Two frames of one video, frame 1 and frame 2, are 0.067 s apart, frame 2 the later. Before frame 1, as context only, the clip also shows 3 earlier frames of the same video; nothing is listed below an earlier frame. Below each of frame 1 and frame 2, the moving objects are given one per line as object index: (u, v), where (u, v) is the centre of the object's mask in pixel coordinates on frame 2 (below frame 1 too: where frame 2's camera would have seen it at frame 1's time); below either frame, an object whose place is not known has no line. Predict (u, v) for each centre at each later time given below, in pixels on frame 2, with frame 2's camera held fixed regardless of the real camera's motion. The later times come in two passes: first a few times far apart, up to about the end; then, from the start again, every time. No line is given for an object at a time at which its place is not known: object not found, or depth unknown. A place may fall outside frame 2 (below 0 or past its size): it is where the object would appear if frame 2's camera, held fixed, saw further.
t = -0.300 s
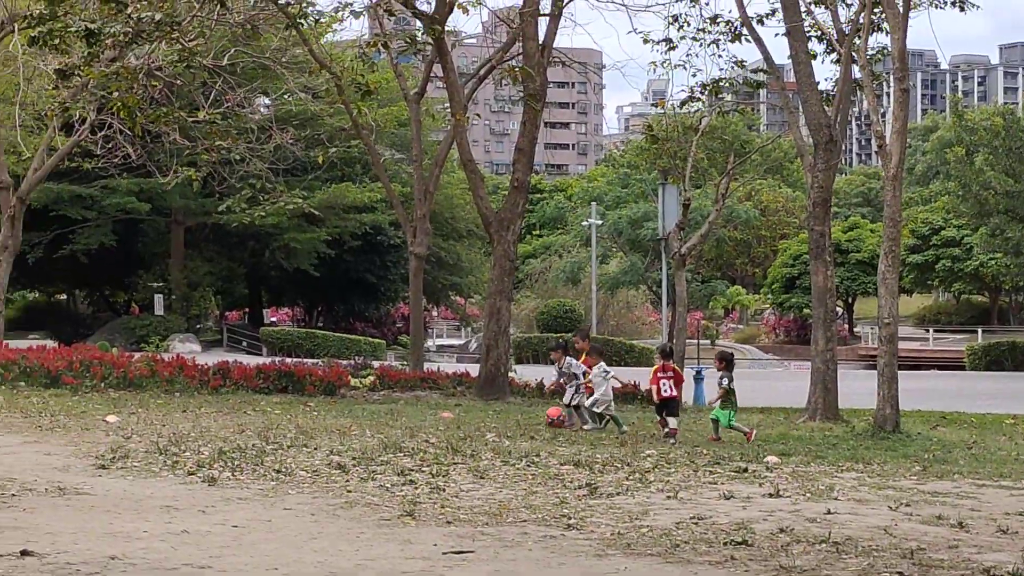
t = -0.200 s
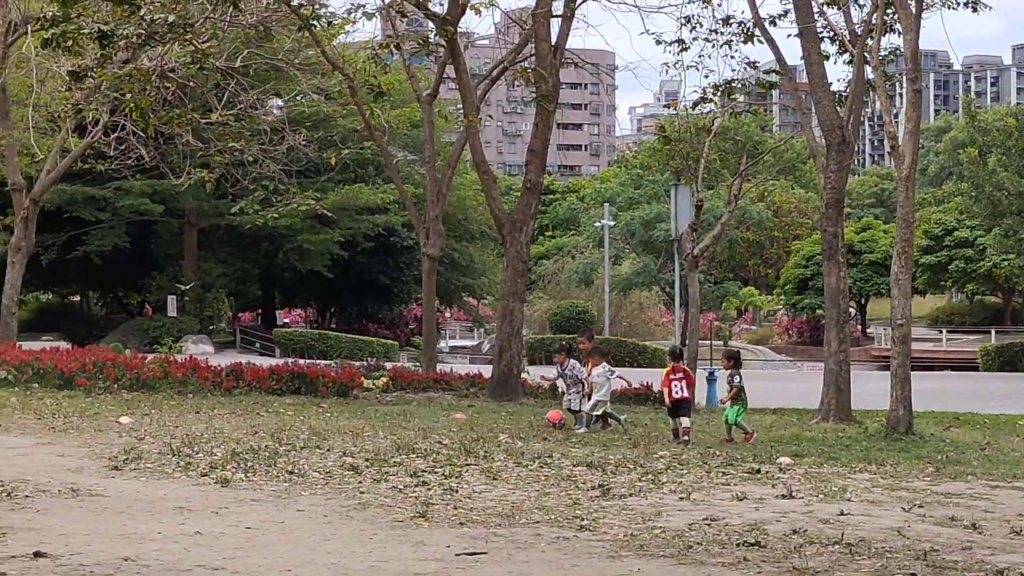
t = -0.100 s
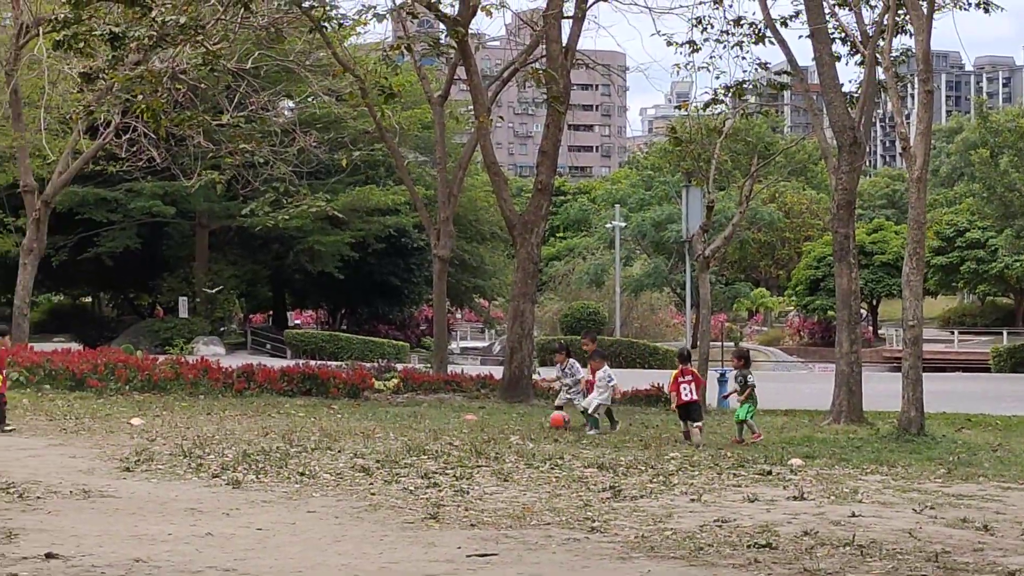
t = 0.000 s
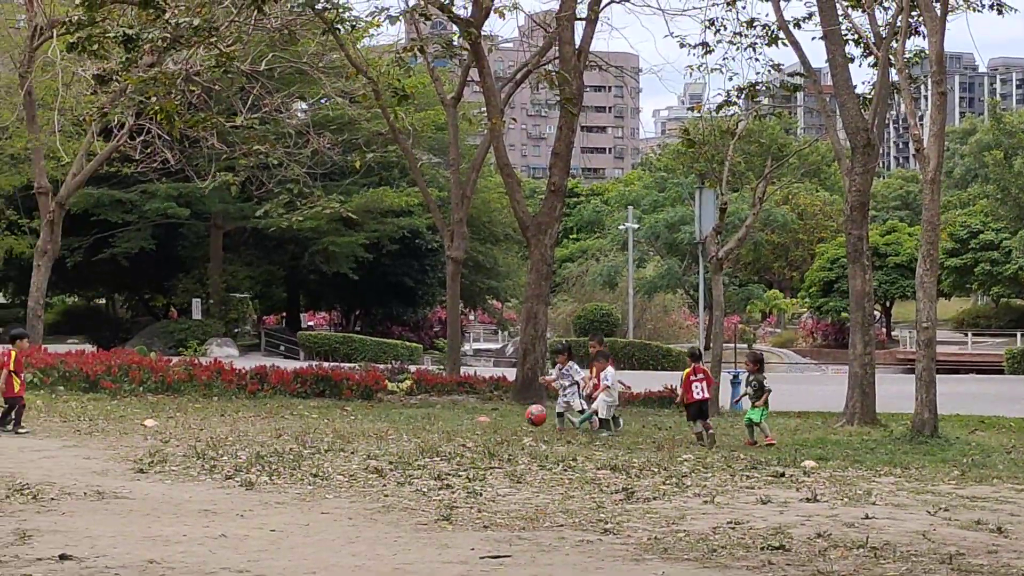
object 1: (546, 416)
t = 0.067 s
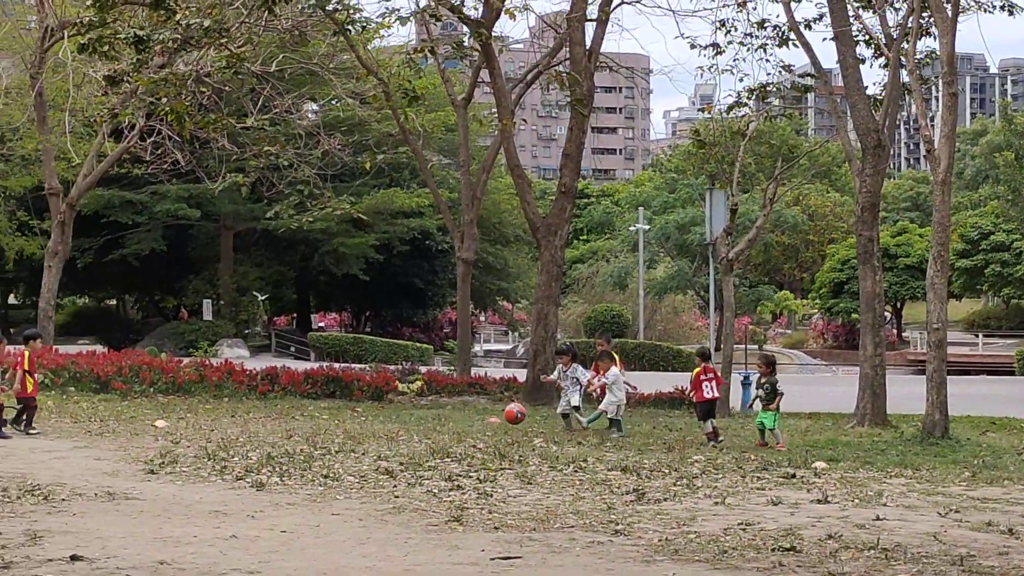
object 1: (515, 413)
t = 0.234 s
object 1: (438, 421)
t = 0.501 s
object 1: (358, 416)
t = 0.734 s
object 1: (301, 418)
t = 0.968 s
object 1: (246, 416)
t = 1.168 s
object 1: (201, 416)
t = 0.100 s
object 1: (499, 414)
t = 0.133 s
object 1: (483, 415)
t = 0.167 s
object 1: (467, 418)
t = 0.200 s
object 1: (451, 421)
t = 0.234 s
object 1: (438, 421)
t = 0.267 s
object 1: (427, 419)
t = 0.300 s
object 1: (415, 419)
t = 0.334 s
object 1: (403, 419)
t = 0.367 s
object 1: (392, 420)
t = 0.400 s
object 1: (382, 421)
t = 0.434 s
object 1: (374, 419)
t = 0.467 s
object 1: (366, 417)
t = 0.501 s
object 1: (358, 416)
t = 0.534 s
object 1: (350, 417)
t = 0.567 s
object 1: (342, 419)
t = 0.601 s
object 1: (334, 420)
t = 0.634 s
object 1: (326, 418)
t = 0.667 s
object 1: (318, 417)
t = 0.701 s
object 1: (309, 417)
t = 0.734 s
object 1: (301, 418)
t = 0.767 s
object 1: (293, 419)
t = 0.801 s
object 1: (284, 418)
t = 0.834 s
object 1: (277, 418)
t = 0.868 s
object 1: (268, 419)
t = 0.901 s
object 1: (261, 419)
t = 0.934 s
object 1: (254, 417)
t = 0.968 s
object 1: (246, 416)
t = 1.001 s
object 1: (238, 415)
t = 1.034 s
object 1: (231, 416)
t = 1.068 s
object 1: (224, 417)
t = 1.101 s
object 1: (216, 416)
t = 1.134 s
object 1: (209, 416)
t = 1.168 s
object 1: (201, 416)
